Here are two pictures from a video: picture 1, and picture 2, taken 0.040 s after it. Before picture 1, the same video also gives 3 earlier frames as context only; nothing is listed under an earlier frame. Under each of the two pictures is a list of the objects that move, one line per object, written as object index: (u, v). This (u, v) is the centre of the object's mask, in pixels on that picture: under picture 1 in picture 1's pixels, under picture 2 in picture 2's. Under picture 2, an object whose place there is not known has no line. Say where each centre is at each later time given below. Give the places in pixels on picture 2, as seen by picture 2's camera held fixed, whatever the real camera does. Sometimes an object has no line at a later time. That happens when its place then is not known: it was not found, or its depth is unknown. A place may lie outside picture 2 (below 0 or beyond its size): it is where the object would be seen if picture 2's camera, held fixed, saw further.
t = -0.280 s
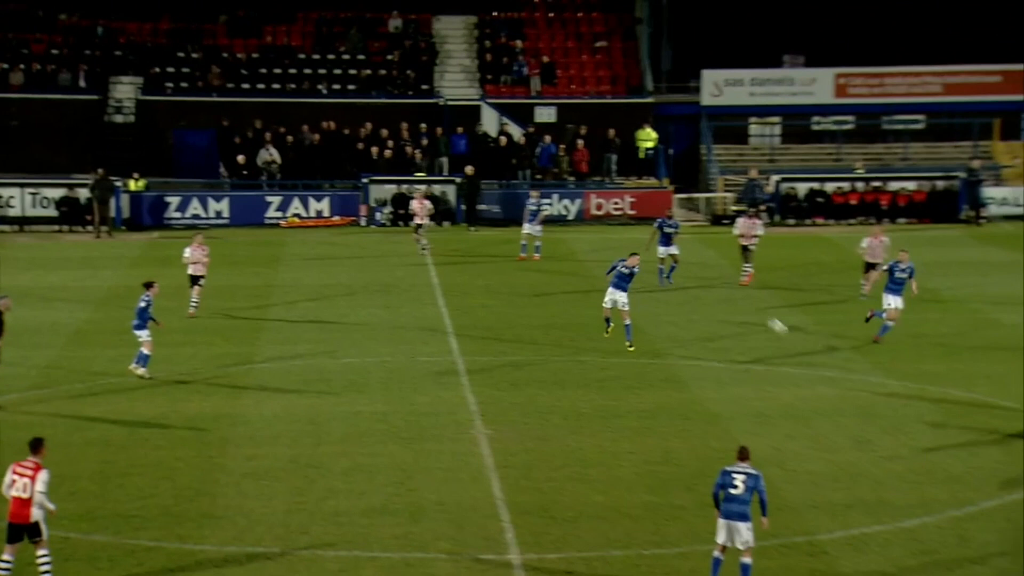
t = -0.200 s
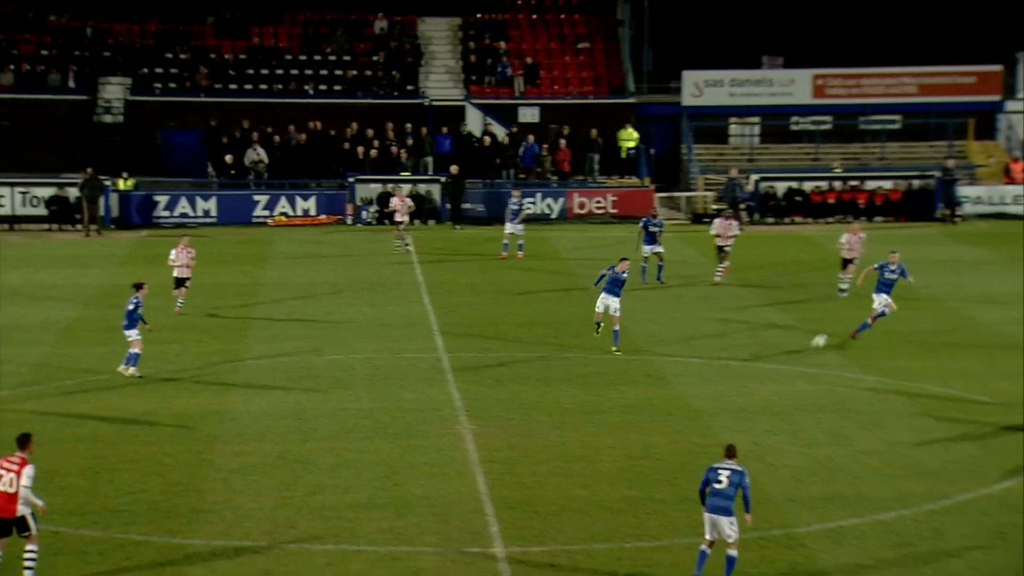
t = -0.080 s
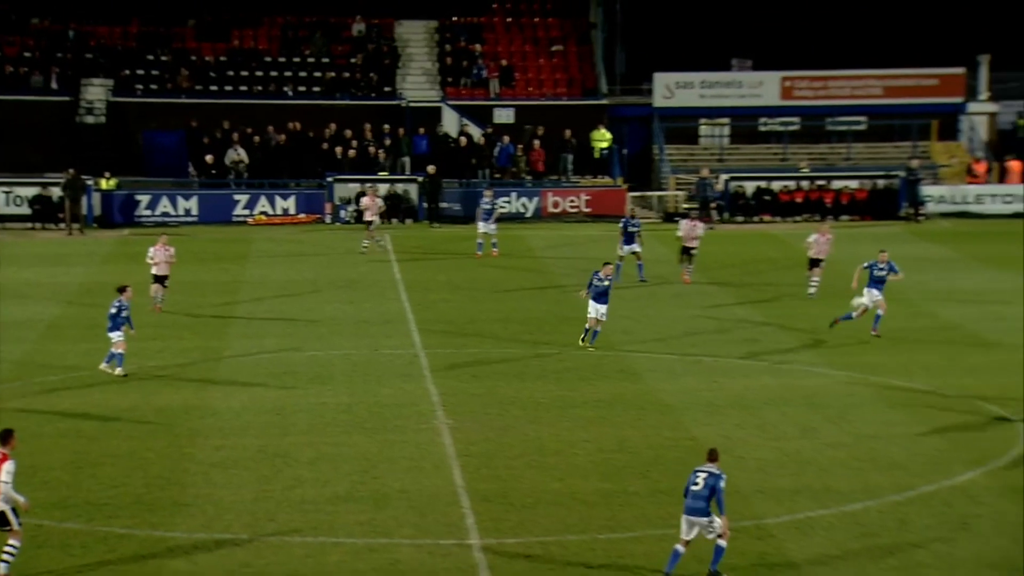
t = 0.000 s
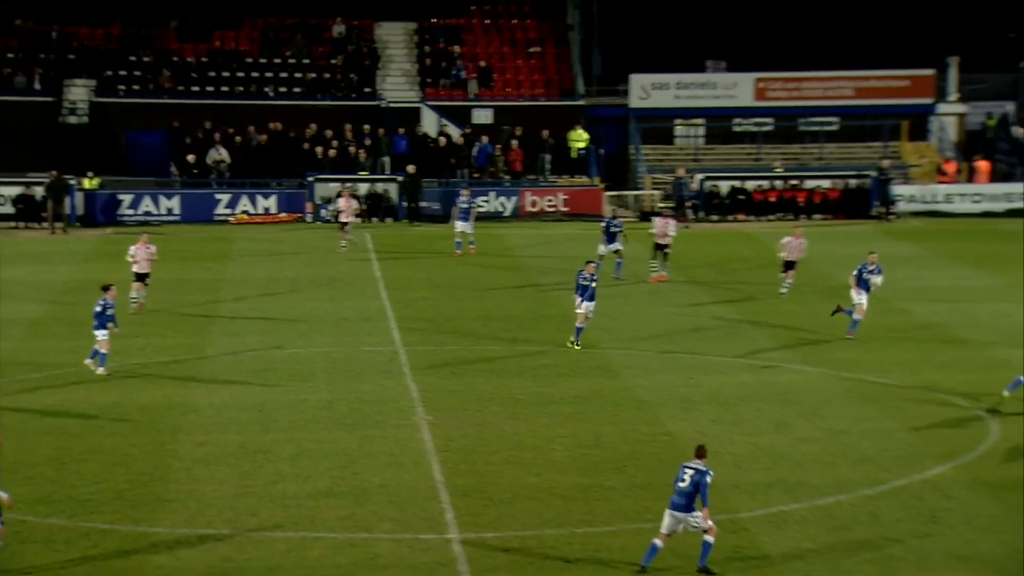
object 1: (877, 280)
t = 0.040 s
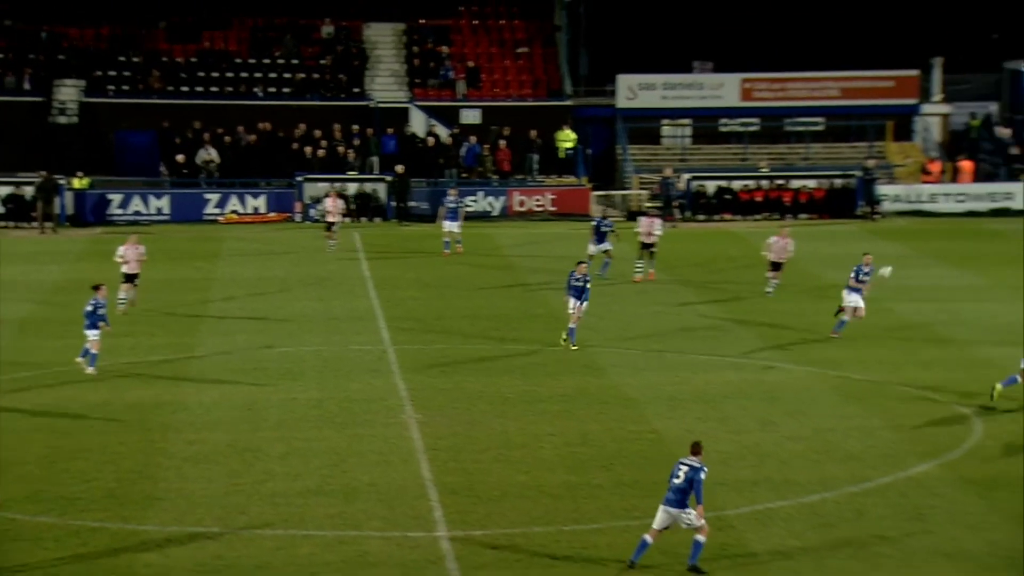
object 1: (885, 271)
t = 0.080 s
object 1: (908, 264)
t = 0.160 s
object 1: (953, 252)
